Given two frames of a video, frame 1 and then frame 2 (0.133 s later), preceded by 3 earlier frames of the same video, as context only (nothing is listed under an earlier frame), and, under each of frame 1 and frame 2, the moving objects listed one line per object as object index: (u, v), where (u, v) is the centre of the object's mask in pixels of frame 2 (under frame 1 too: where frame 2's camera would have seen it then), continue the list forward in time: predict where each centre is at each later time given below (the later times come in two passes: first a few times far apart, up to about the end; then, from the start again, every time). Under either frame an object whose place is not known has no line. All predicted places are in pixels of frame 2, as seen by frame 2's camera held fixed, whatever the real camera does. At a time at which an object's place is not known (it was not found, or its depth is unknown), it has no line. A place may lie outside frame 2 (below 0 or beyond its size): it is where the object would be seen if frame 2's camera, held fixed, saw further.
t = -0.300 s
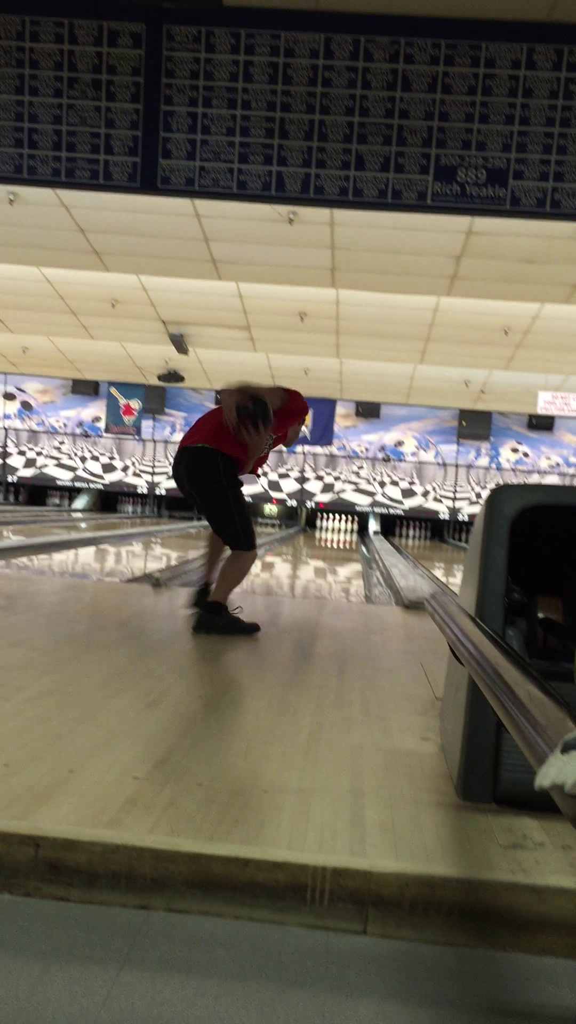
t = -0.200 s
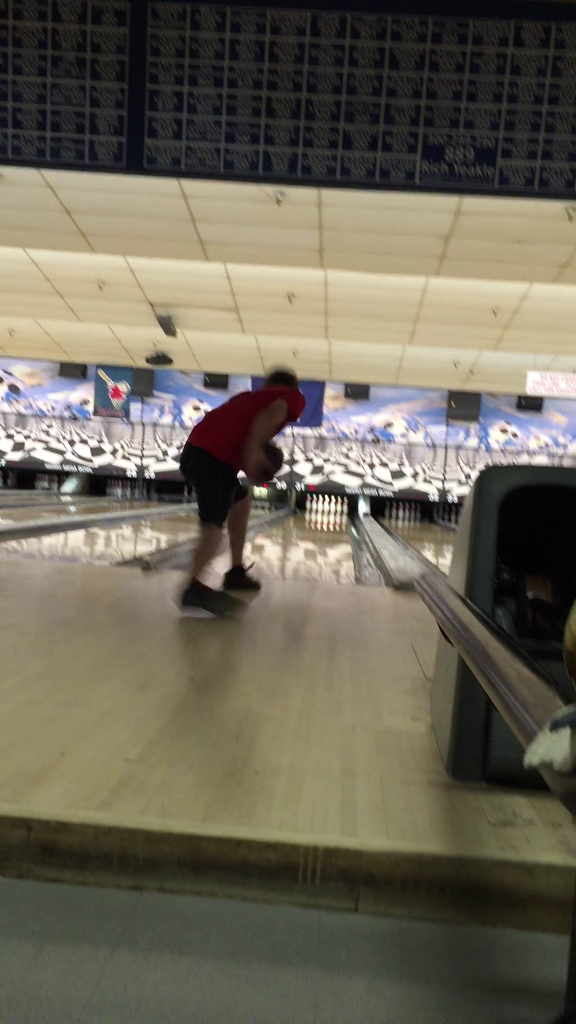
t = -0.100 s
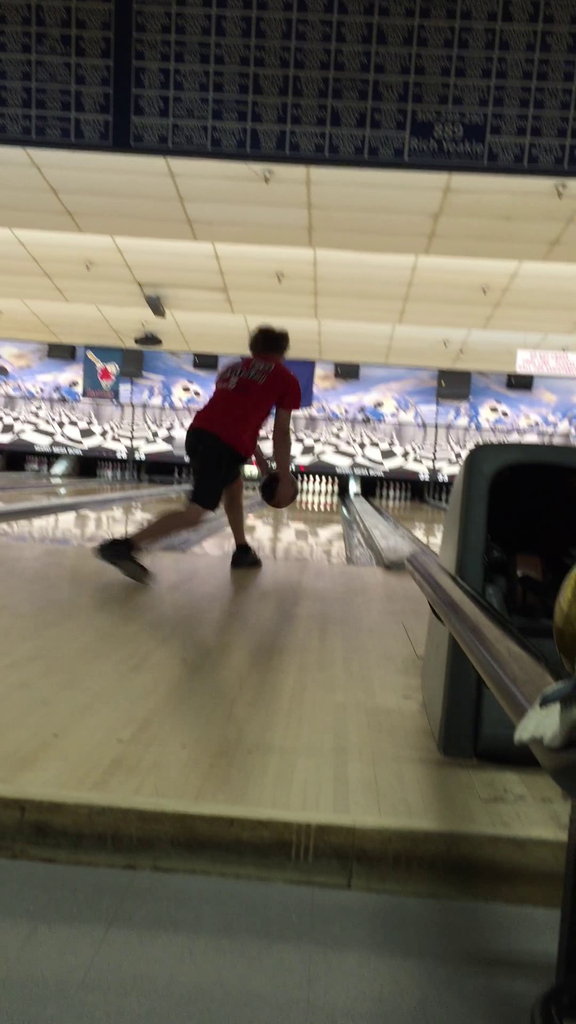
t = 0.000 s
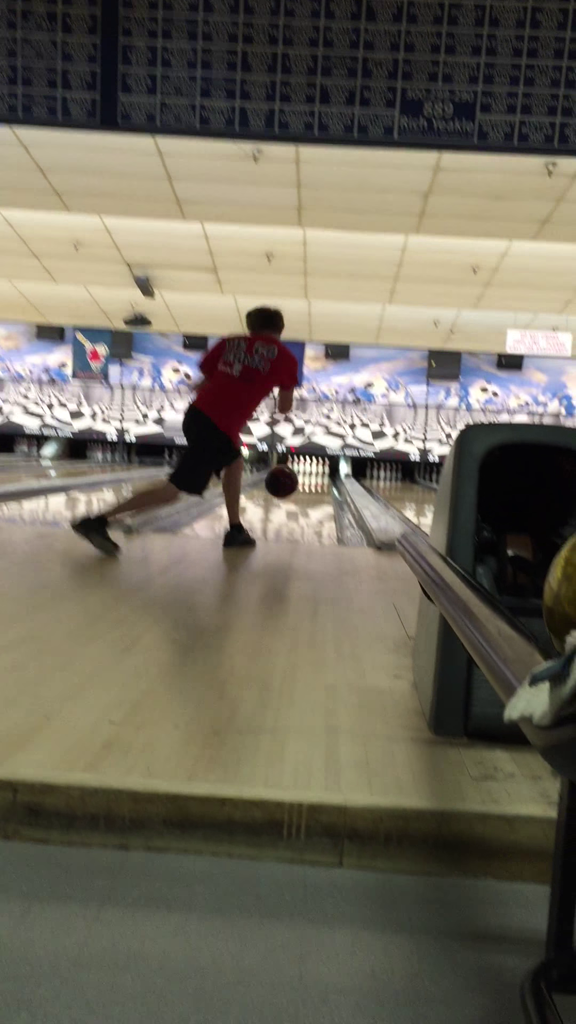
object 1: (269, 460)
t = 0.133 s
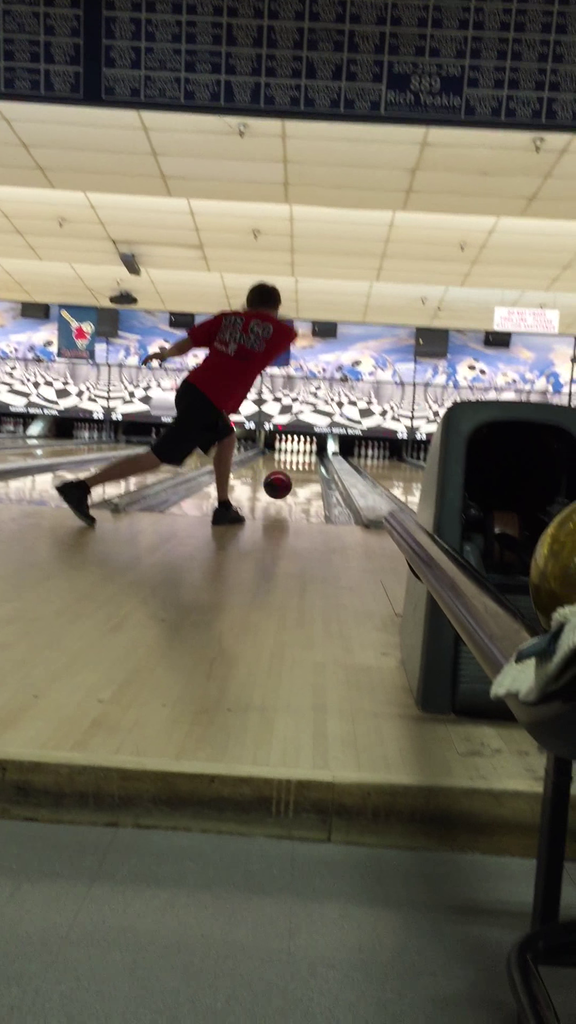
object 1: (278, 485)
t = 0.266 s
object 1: (285, 484)
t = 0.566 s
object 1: (297, 473)
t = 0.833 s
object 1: (303, 466)
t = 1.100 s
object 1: (305, 461)
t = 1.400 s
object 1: (306, 457)
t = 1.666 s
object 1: (305, 454)
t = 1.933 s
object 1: (303, 452)
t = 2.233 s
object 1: (299, 450)
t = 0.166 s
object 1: (279, 491)
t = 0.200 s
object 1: (281, 487)
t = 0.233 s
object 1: (283, 485)
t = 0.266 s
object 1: (285, 484)
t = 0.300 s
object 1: (287, 483)
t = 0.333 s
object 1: (289, 482)
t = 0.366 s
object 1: (290, 480)
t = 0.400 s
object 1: (291, 479)
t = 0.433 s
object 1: (293, 478)
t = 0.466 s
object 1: (294, 477)
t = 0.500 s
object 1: (295, 475)
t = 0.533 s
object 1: (296, 473)
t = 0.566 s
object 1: (297, 473)
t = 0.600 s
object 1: (298, 472)
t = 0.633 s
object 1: (299, 471)
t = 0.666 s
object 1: (300, 470)
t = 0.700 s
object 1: (300, 469)
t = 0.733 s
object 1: (301, 468)
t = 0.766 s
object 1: (302, 467)
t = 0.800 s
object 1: (302, 467)
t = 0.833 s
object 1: (303, 466)
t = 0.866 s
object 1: (303, 465)
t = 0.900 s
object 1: (304, 465)
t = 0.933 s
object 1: (304, 465)
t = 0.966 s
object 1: (304, 464)
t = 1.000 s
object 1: (305, 463)
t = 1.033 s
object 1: (305, 462)
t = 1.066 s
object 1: (305, 462)
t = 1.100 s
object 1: (305, 461)
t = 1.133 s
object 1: (306, 461)
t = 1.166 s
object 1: (306, 460)
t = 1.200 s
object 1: (306, 460)
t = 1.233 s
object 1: (306, 459)
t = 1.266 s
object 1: (306, 459)
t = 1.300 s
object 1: (306, 459)
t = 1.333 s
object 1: (306, 458)
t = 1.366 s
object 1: (306, 458)
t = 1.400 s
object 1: (306, 457)
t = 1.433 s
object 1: (306, 457)
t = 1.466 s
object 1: (306, 456)
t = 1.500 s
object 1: (306, 456)
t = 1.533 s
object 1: (306, 456)
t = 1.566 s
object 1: (306, 455)
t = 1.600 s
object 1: (306, 455)
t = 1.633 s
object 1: (306, 455)
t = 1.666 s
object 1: (305, 454)
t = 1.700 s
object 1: (305, 454)
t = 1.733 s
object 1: (305, 454)
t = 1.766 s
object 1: (305, 454)
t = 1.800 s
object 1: (305, 453)
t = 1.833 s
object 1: (304, 453)
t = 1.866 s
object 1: (304, 453)
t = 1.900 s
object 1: (303, 453)
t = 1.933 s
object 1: (303, 452)
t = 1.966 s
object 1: (302, 452)
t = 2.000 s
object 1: (302, 452)
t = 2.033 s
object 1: (302, 452)
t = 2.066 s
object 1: (301, 451)
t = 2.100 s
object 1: (301, 451)
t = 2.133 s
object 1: (301, 451)
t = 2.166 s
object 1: (300, 451)
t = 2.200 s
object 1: (300, 450)
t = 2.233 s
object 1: (299, 450)
